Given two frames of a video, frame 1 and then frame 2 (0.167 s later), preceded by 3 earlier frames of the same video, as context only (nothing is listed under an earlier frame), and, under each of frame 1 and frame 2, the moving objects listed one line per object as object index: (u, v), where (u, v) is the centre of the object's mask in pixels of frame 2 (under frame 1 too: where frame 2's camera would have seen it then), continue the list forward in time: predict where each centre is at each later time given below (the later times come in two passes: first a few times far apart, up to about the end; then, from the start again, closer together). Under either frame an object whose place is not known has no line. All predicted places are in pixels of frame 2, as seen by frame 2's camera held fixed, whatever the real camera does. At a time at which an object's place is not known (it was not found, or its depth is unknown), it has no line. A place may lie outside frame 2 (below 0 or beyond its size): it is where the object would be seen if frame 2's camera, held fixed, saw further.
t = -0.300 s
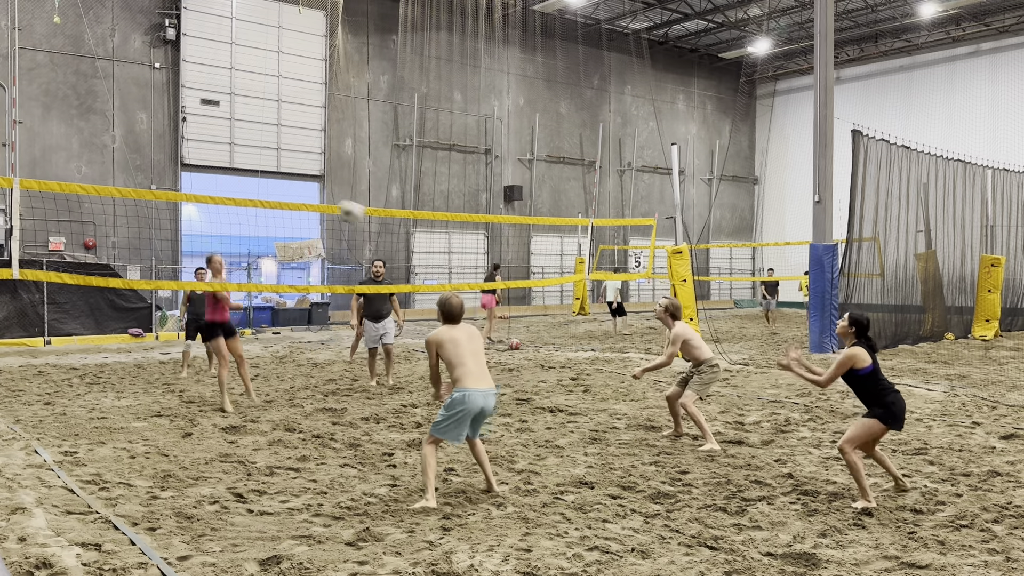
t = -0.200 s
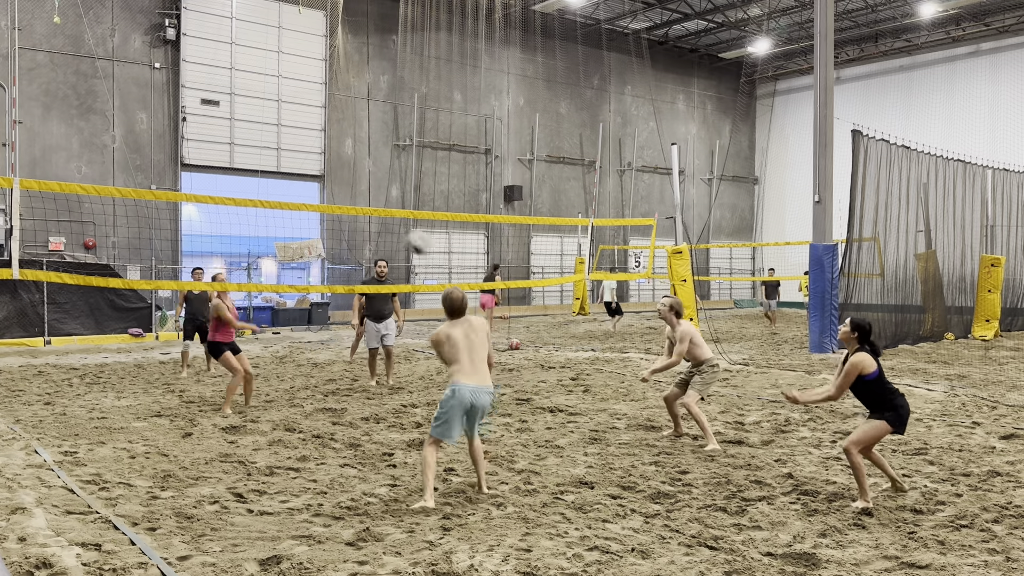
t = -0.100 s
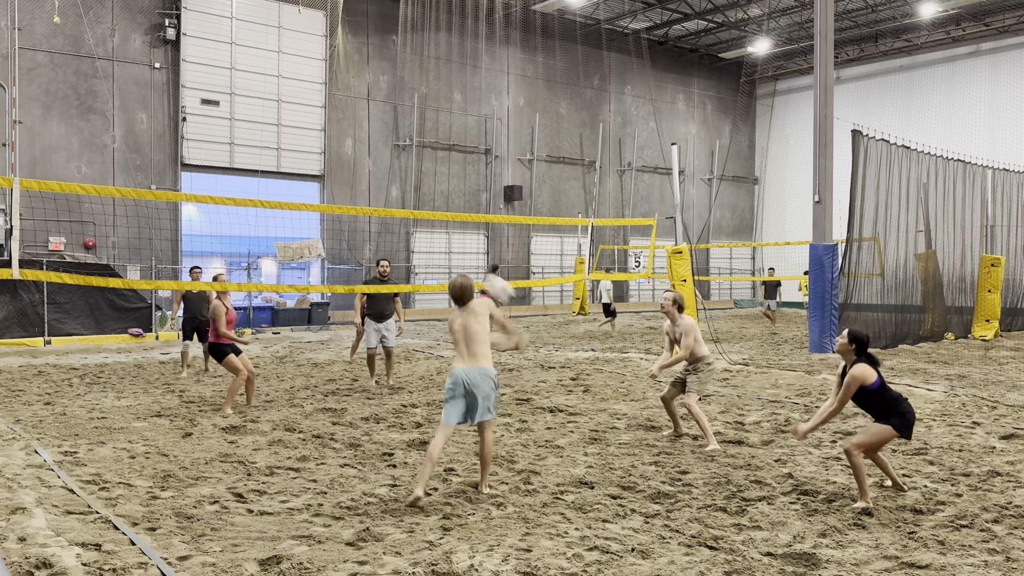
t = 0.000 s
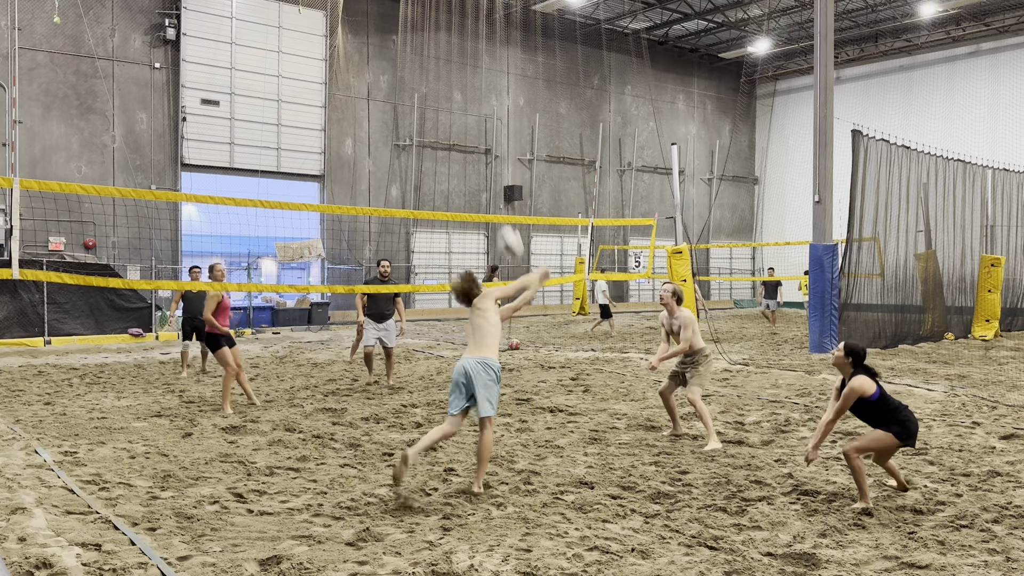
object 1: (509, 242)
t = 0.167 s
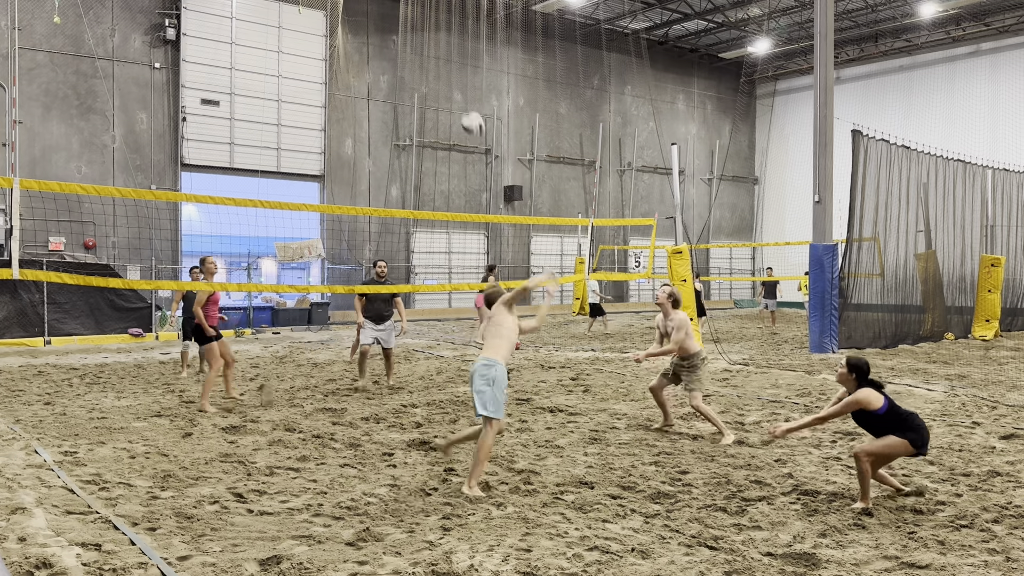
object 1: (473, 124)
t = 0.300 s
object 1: (451, 71)
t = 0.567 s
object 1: (417, 33)
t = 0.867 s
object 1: (390, 61)
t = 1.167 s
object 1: (370, 136)
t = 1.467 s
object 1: (356, 242)
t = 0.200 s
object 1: (467, 107)
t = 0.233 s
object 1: (461, 94)
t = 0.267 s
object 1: (456, 82)
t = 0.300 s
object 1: (451, 71)
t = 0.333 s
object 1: (446, 61)
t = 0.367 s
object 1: (442, 54)
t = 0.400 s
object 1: (437, 48)
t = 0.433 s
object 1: (433, 42)
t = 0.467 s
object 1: (429, 39)
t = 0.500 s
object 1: (425, 36)
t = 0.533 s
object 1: (421, 34)
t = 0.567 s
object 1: (417, 33)
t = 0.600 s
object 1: (413, 34)
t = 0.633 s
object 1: (410, 34)
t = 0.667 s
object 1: (407, 36)
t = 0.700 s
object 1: (404, 39)
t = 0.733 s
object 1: (401, 42)
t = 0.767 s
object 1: (398, 45)
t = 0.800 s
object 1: (395, 50)
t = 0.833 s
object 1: (392, 55)
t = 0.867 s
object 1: (390, 61)
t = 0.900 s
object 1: (387, 68)
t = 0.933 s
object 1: (385, 75)
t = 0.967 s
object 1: (382, 82)
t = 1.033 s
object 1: (378, 98)
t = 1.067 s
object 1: (376, 107)
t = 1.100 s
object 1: (374, 116)
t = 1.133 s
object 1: (372, 126)
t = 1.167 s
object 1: (370, 136)
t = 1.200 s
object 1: (369, 147)
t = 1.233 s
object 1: (367, 158)
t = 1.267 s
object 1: (366, 168)
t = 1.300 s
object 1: (364, 180)
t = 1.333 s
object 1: (362, 192)
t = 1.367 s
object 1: (361, 202)
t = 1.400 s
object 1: (359, 218)
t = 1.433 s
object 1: (357, 229)
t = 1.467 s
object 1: (356, 242)
